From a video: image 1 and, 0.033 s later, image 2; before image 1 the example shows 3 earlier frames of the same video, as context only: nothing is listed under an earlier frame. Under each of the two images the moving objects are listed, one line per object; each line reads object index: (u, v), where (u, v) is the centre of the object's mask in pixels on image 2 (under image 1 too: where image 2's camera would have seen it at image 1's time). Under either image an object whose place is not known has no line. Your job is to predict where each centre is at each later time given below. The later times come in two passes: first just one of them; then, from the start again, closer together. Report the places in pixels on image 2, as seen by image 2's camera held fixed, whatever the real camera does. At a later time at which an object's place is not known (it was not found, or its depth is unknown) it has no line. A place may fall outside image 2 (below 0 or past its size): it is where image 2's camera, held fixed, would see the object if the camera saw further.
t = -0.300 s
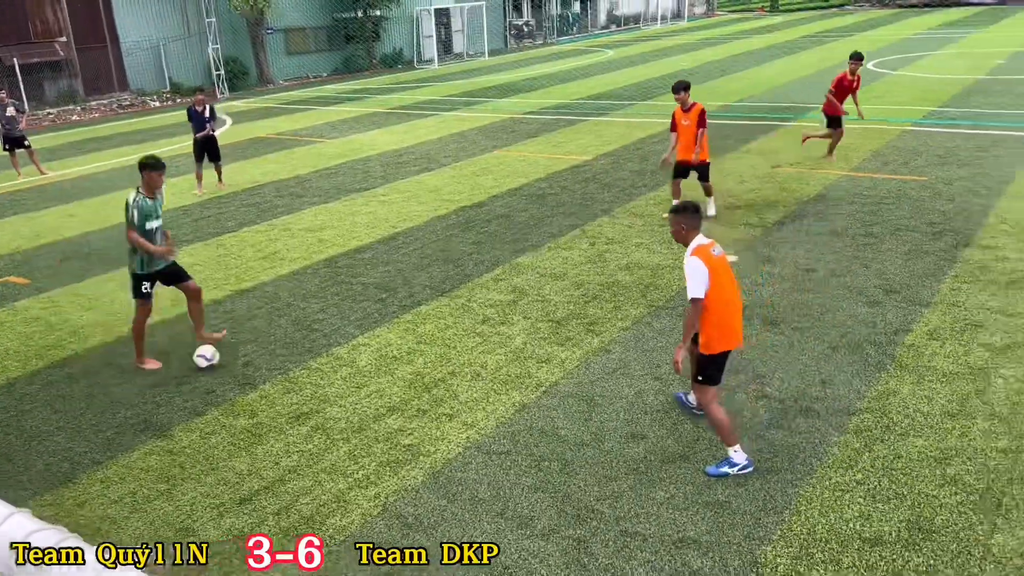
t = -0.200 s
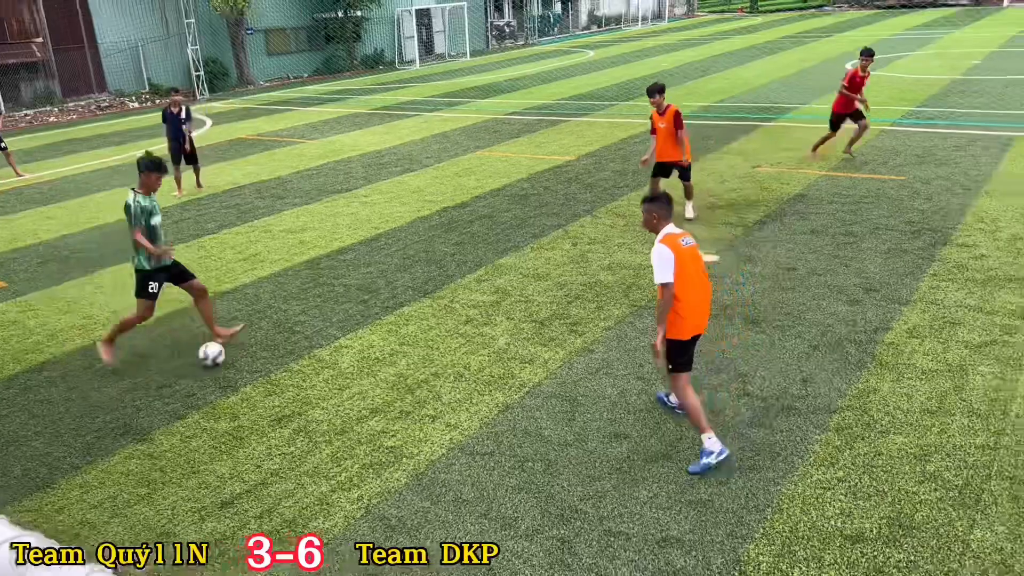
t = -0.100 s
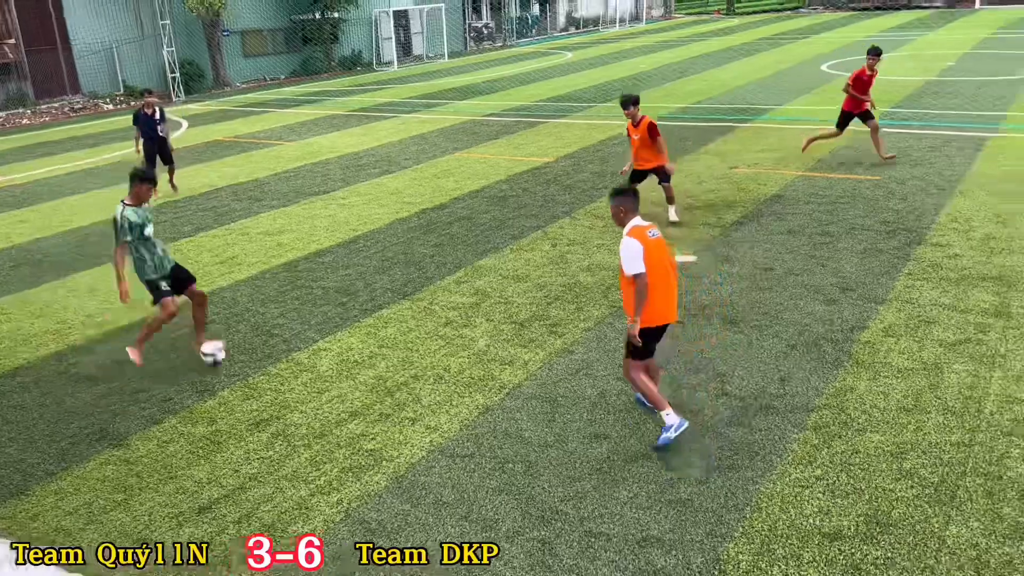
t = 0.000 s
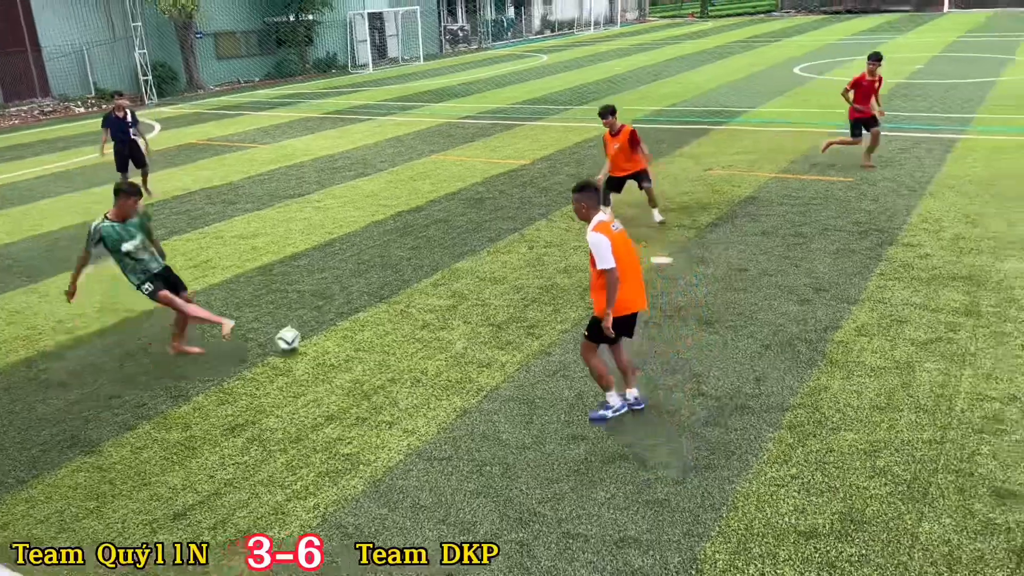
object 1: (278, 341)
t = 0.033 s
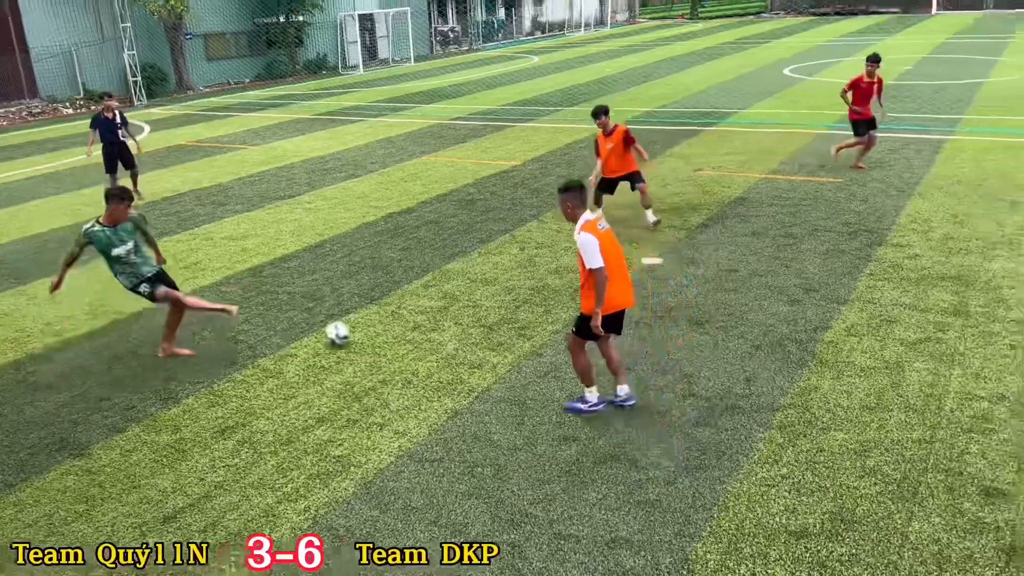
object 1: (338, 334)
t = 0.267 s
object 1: (671, 285)
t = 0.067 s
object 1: (394, 327)
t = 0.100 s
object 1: (447, 319)
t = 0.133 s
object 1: (496, 312)
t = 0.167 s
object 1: (543, 304)
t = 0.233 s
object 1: (630, 292)
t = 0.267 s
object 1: (671, 285)
